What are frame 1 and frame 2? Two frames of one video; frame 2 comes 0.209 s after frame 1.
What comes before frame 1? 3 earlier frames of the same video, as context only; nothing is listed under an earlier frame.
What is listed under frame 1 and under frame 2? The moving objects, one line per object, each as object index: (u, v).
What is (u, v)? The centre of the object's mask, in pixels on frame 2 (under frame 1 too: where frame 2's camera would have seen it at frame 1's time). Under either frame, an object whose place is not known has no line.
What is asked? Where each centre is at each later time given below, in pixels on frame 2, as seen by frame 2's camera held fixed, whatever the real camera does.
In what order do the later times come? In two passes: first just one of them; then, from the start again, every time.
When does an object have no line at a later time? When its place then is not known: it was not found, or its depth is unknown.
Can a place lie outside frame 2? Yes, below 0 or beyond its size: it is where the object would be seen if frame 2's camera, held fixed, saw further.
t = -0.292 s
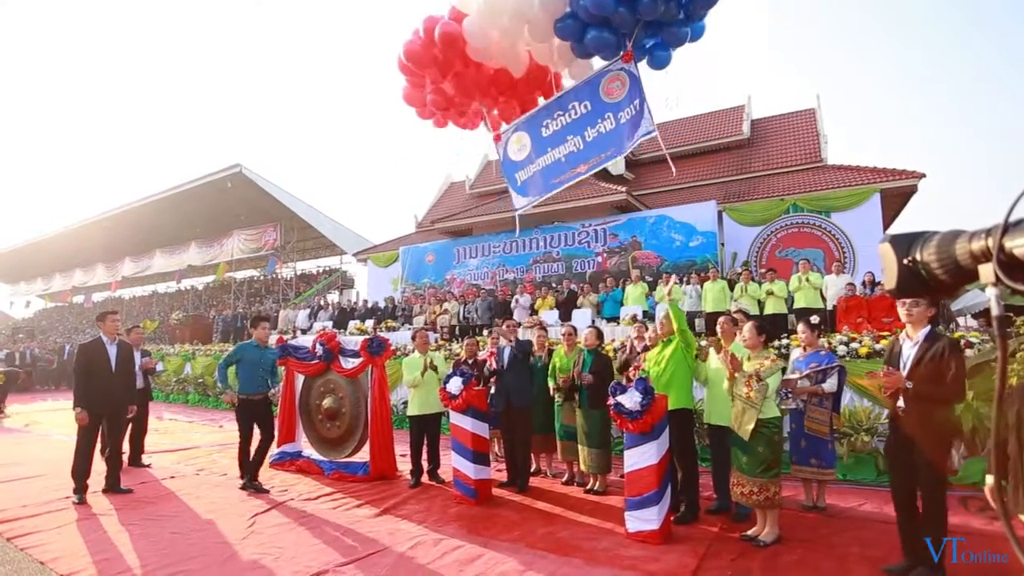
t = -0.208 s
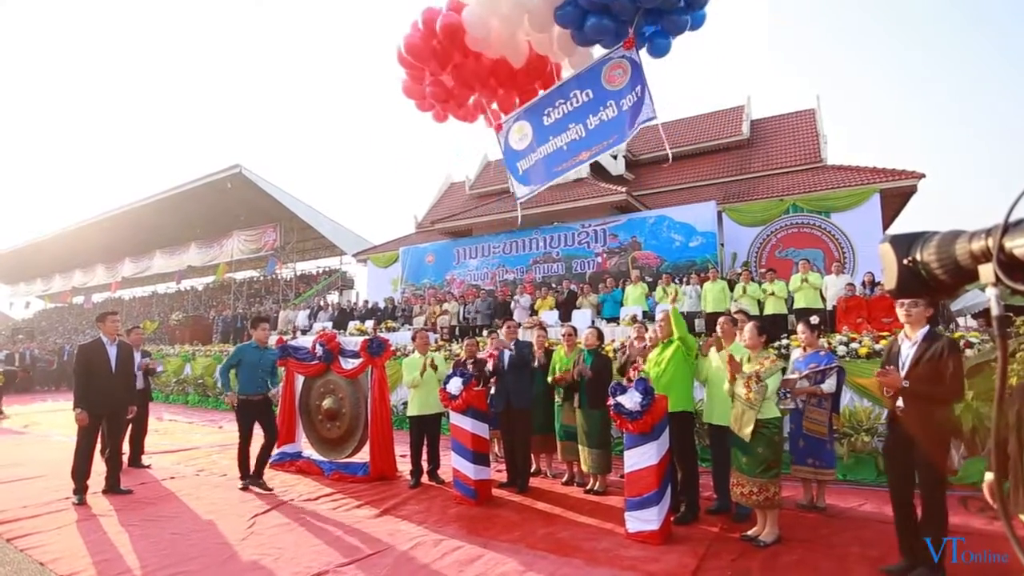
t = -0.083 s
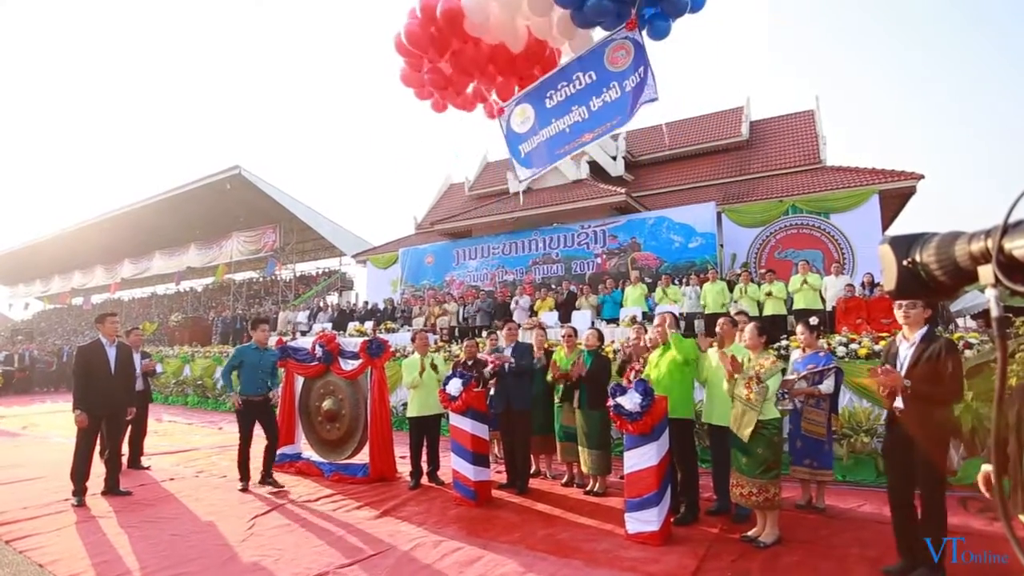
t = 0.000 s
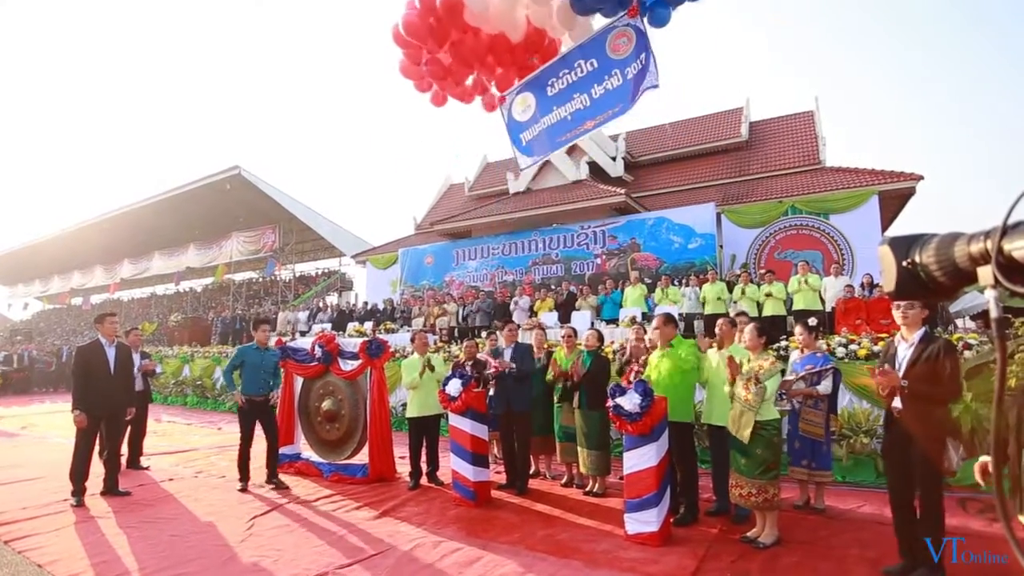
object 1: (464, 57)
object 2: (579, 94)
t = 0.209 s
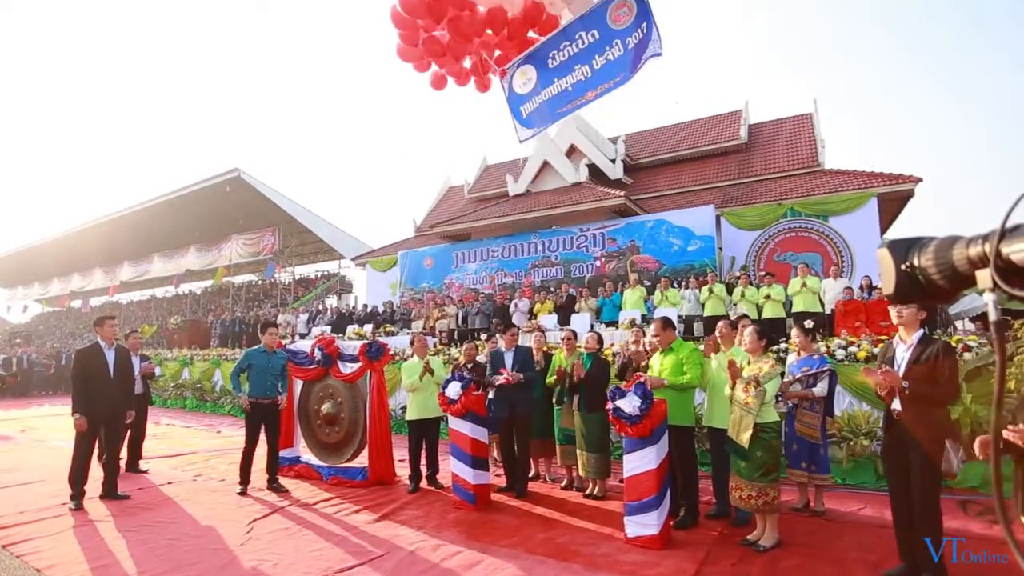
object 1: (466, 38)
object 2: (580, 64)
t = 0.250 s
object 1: (466, 34)
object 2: (579, 59)
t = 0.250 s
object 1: (466, 34)
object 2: (579, 59)
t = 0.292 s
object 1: (466, 30)
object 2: (578, 54)
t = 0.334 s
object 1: (465, 27)
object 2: (577, 49)
